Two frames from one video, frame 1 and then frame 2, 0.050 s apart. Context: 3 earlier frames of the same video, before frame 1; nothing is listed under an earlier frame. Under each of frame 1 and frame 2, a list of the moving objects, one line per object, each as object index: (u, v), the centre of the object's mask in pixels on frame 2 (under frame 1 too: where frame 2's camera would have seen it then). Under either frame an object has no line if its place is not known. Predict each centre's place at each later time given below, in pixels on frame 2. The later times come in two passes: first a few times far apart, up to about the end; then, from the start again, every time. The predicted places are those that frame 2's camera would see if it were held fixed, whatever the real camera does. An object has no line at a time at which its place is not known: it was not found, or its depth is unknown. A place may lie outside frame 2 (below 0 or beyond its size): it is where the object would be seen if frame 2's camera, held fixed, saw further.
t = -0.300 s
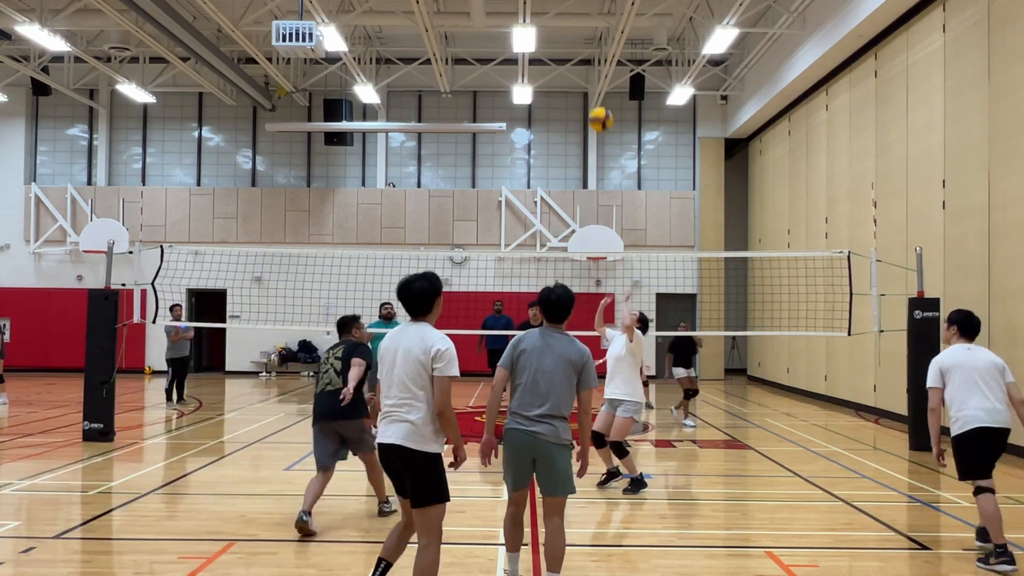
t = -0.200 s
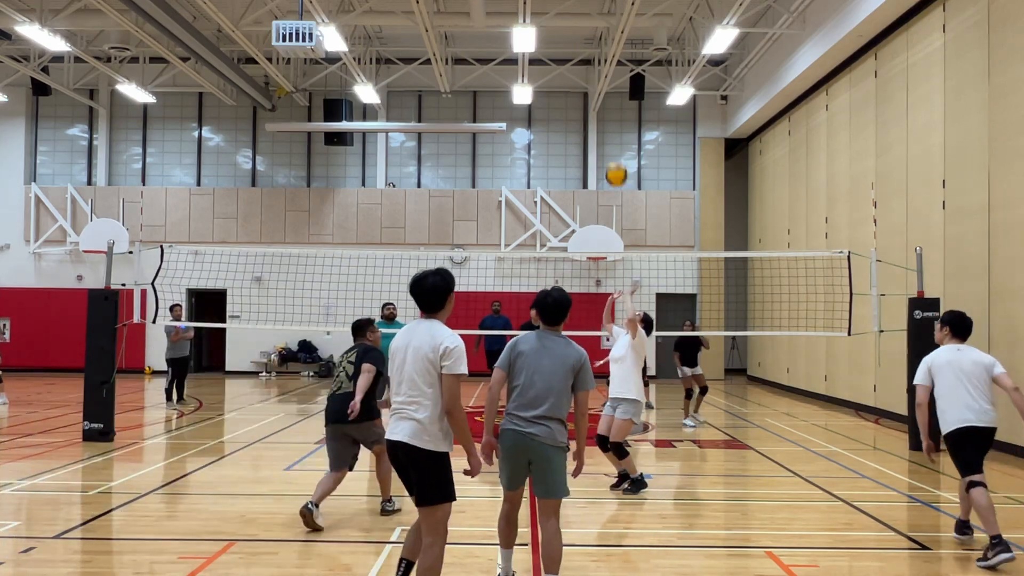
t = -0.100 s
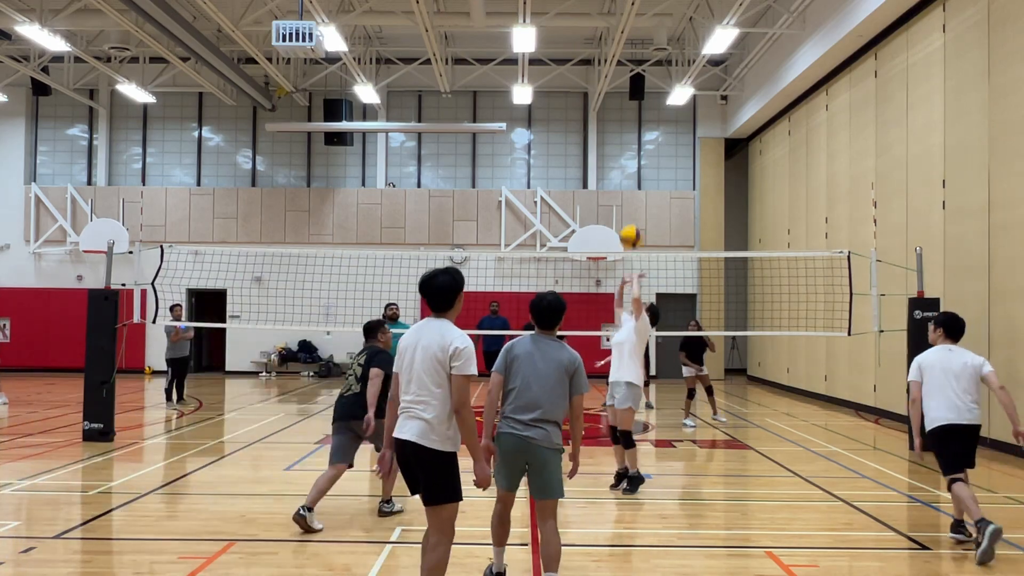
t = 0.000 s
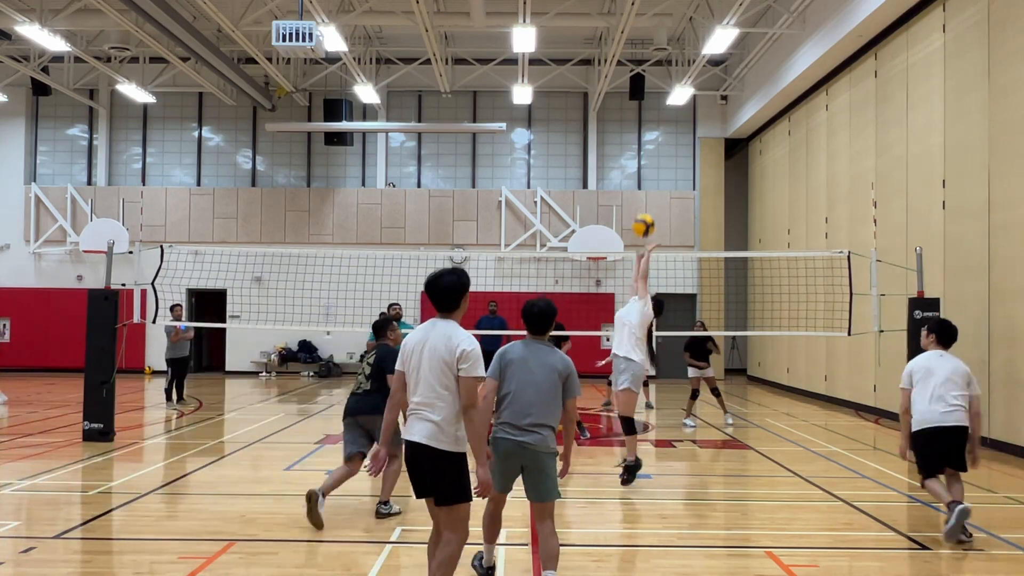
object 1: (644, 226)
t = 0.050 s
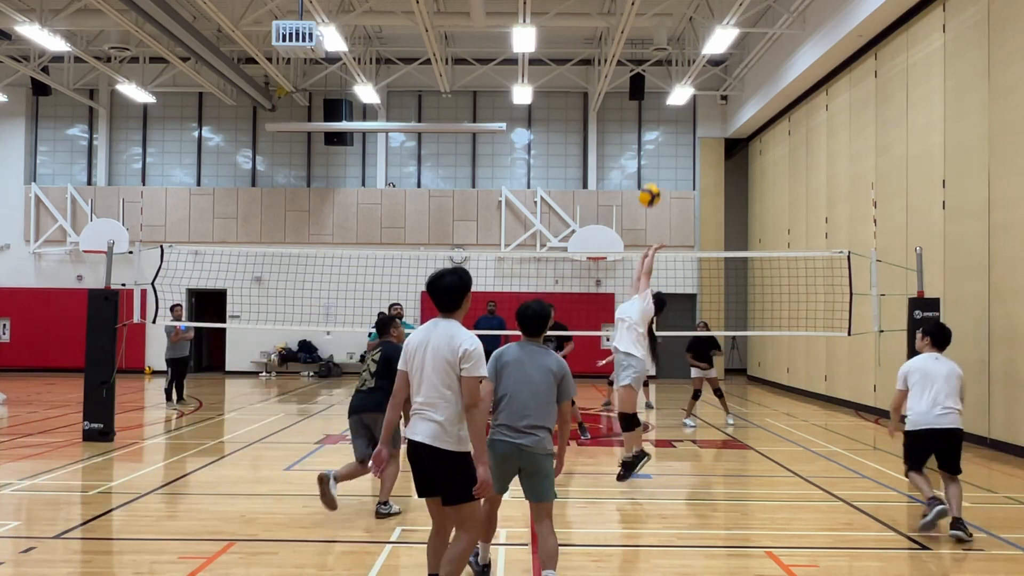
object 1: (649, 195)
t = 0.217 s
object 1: (667, 116)
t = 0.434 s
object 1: (688, 61)
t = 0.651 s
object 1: (707, 54)
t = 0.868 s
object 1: (726, 90)
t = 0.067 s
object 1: (651, 186)
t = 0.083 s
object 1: (653, 177)
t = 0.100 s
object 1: (655, 168)
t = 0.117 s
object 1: (657, 160)
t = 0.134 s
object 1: (659, 152)
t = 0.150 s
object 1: (660, 144)
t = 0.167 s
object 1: (662, 136)
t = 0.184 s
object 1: (664, 129)
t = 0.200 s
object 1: (665, 123)
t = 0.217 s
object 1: (667, 116)
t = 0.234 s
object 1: (668, 111)
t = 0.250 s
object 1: (669, 105)
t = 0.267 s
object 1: (671, 100)
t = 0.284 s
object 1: (673, 94)
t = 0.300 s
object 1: (674, 88)
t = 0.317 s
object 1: (676, 83)
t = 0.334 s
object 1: (678, 79)
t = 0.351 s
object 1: (680, 75)
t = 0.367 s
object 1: (682, 72)
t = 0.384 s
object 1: (683, 69)
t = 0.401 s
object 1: (685, 66)
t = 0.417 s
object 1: (687, 63)
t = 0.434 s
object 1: (688, 61)
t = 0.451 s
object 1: (689, 58)
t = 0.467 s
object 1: (691, 56)
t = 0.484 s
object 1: (693, 55)
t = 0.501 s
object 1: (694, 54)
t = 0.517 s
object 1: (696, 53)
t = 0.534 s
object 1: (697, 52)
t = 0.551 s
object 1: (698, 51)
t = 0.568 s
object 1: (700, 51)
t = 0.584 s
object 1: (701, 51)
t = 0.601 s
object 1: (702, 51)
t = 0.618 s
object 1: (704, 52)
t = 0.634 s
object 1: (705, 52)
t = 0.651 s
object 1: (707, 54)
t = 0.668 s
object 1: (709, 55)
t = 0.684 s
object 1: (711, 57)
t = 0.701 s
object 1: (712, 59)
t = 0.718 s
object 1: (714, 61)
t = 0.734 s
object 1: (714, 63)
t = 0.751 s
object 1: (716, 65)
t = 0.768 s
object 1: (718, 68)
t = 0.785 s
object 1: (719, 71)
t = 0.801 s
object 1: (720, 74)
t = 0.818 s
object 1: (722, 78)
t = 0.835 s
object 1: (723, 81)
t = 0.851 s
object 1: (724, 86)
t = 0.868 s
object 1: (726, 90)
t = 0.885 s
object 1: (727, 94)
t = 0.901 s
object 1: (728, 99)
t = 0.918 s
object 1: (729, 104)
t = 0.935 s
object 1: (731, 109)
